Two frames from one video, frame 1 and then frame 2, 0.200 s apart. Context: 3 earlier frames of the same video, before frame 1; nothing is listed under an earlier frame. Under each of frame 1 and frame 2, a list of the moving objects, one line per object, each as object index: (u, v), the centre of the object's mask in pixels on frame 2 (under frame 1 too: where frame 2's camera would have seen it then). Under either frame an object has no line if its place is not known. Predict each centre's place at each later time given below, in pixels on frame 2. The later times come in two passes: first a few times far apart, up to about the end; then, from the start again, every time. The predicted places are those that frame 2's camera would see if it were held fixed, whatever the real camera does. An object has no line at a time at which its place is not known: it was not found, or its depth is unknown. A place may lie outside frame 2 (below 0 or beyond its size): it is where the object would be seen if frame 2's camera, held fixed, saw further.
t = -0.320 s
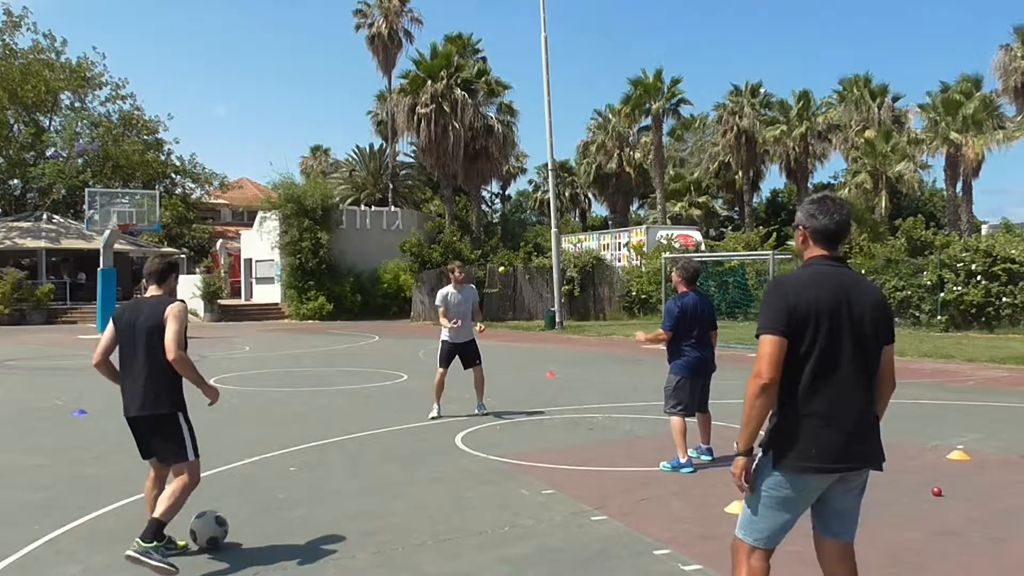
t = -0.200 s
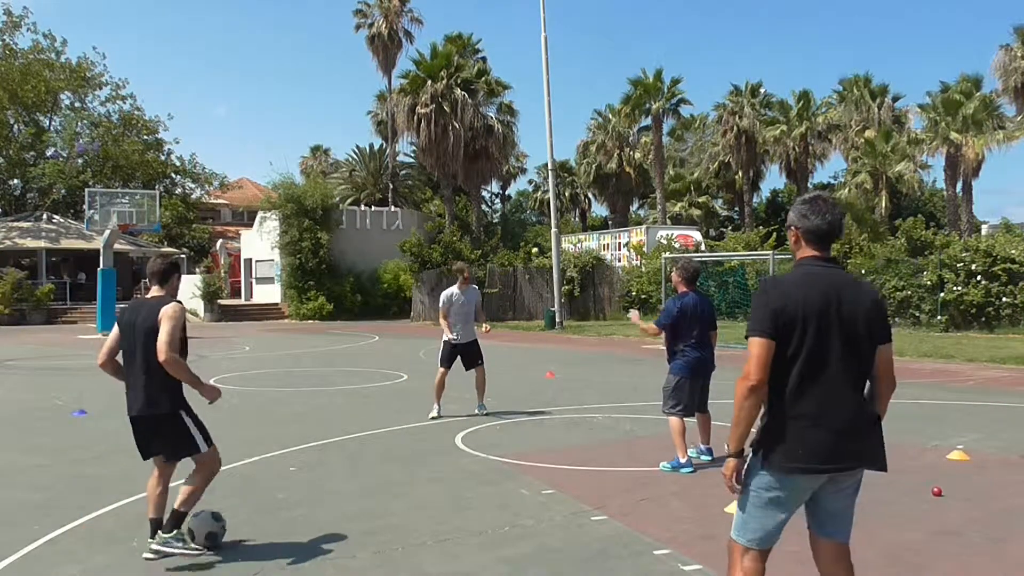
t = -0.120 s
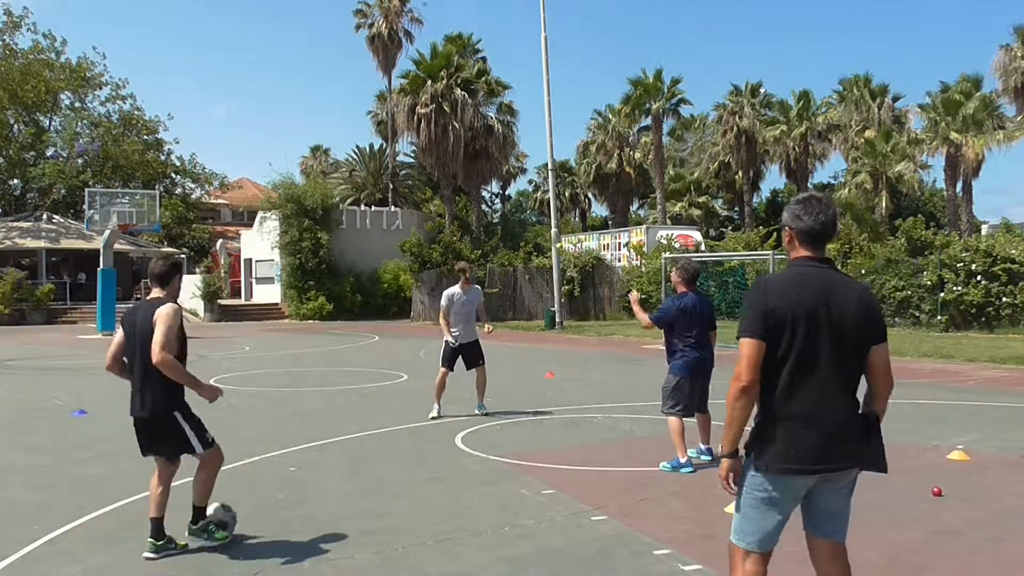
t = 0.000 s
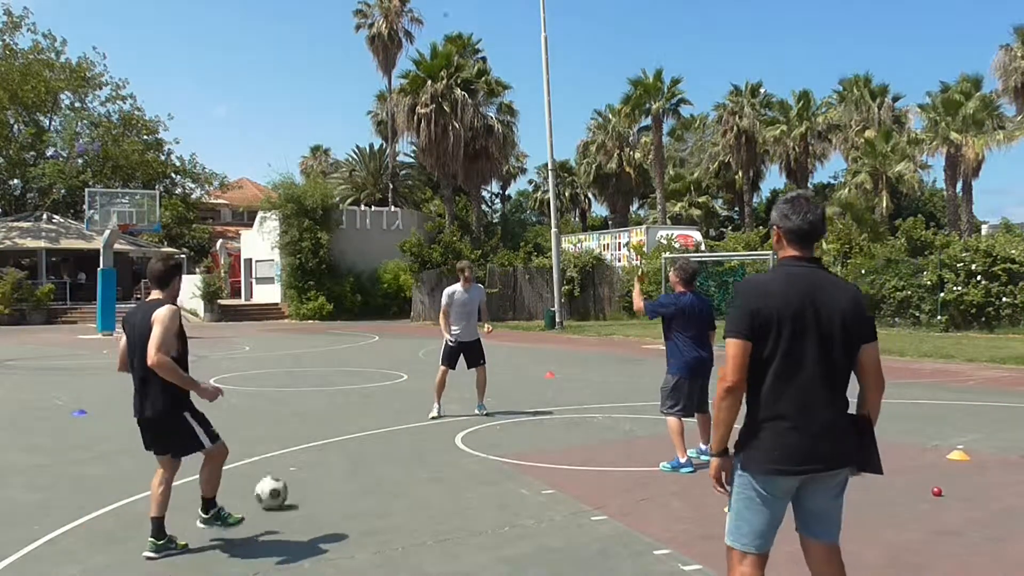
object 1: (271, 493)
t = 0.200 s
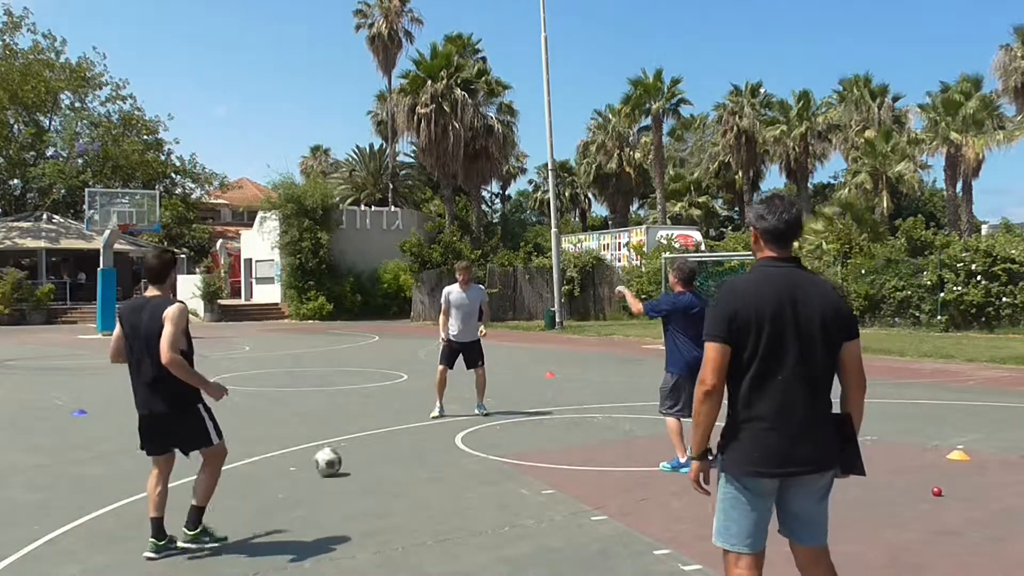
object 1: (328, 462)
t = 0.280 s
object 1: (343, 454)
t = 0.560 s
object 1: (382, 430)
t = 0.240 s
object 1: (336, 458)
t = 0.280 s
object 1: (343, 454)
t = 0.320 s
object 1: (350, 450)
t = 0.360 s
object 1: (355, 447)
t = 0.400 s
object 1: (361, 442)
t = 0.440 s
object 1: (367, 440)
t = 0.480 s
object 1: (372, 436)
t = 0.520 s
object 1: (377, 433)
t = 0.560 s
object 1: (382, 430)
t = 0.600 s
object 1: (387, 427)
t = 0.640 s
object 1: (391, 425)
